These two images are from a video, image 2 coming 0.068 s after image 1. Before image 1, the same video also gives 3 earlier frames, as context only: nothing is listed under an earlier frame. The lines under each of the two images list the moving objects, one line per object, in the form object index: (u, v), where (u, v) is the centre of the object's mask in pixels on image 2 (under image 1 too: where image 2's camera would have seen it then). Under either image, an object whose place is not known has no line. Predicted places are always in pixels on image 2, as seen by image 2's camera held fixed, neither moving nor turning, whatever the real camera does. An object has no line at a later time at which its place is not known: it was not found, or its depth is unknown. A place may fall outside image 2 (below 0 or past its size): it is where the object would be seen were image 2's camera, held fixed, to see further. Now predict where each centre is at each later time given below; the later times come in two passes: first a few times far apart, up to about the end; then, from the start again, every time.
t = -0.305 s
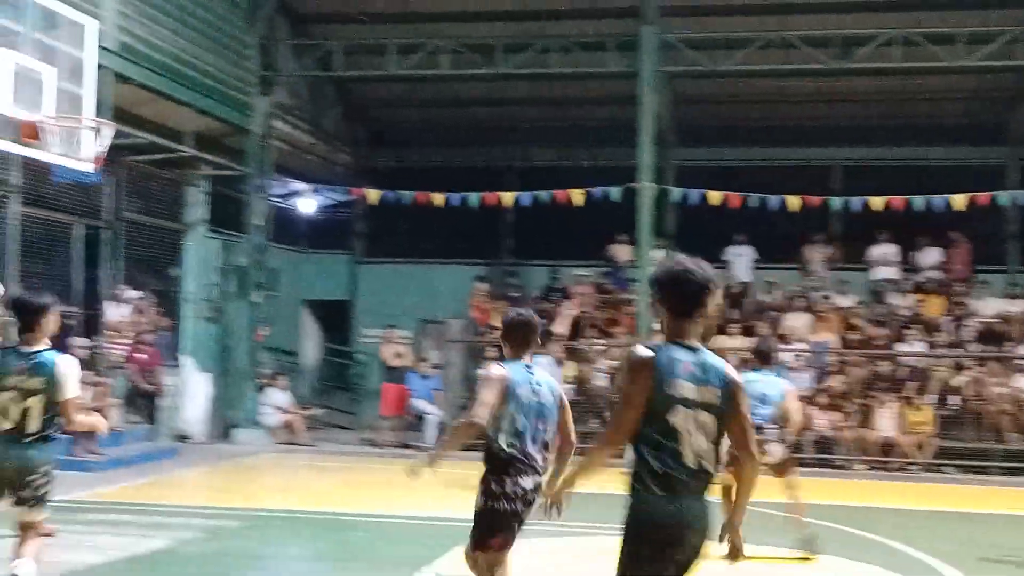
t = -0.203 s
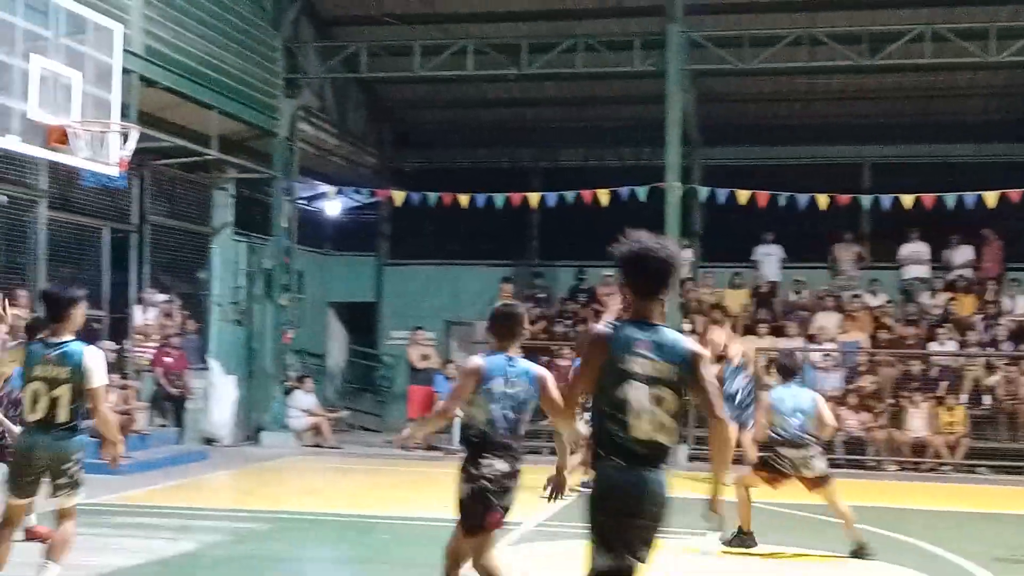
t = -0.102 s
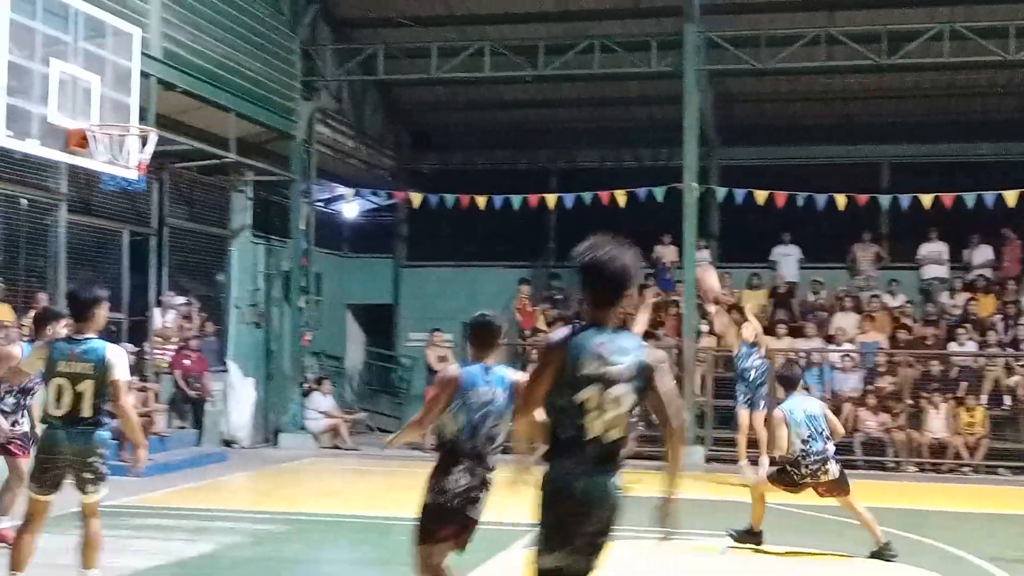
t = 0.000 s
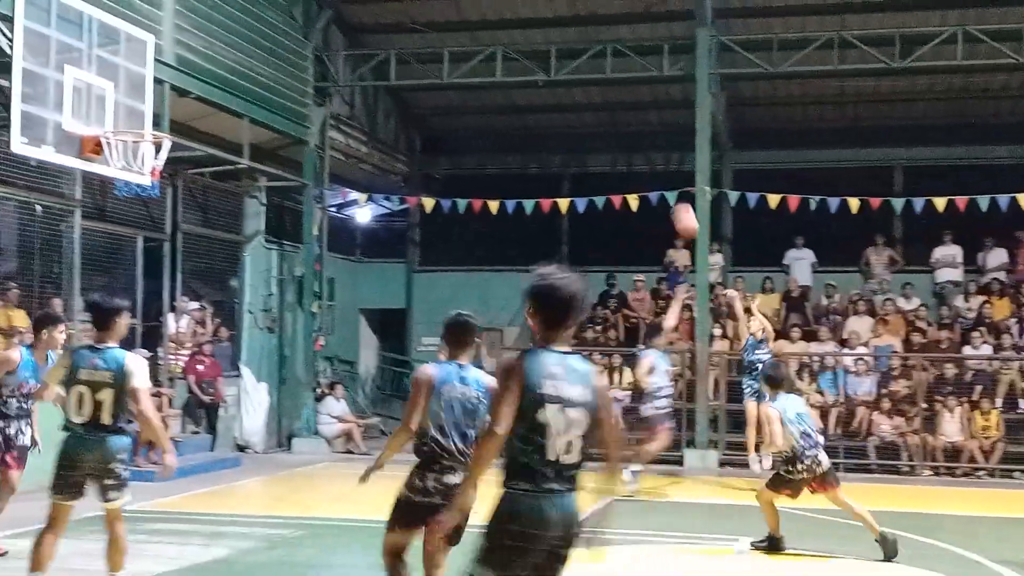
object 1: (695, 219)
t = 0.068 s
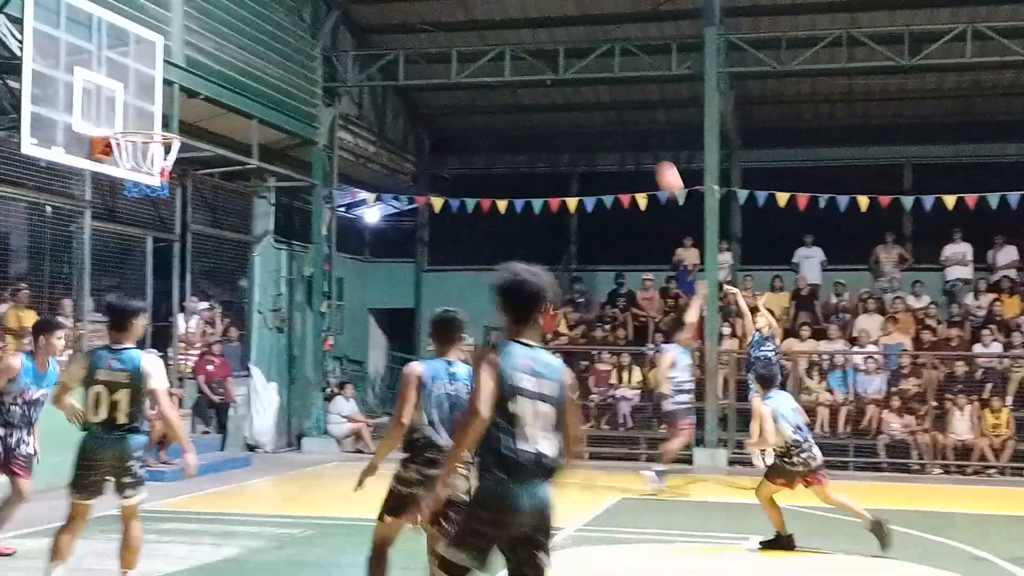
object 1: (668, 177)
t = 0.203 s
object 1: (618, 112)
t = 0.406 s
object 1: (535, 33)
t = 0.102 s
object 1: (657, 162)
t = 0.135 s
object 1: (644, 145)
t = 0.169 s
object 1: (631, 128)
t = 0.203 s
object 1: (618, 112)
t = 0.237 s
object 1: (605, 96)
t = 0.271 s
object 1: (591, 82)
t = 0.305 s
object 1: (578, 68)
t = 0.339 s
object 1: (564, 55)
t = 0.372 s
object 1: (549, 44)
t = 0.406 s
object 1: (535, 33)
